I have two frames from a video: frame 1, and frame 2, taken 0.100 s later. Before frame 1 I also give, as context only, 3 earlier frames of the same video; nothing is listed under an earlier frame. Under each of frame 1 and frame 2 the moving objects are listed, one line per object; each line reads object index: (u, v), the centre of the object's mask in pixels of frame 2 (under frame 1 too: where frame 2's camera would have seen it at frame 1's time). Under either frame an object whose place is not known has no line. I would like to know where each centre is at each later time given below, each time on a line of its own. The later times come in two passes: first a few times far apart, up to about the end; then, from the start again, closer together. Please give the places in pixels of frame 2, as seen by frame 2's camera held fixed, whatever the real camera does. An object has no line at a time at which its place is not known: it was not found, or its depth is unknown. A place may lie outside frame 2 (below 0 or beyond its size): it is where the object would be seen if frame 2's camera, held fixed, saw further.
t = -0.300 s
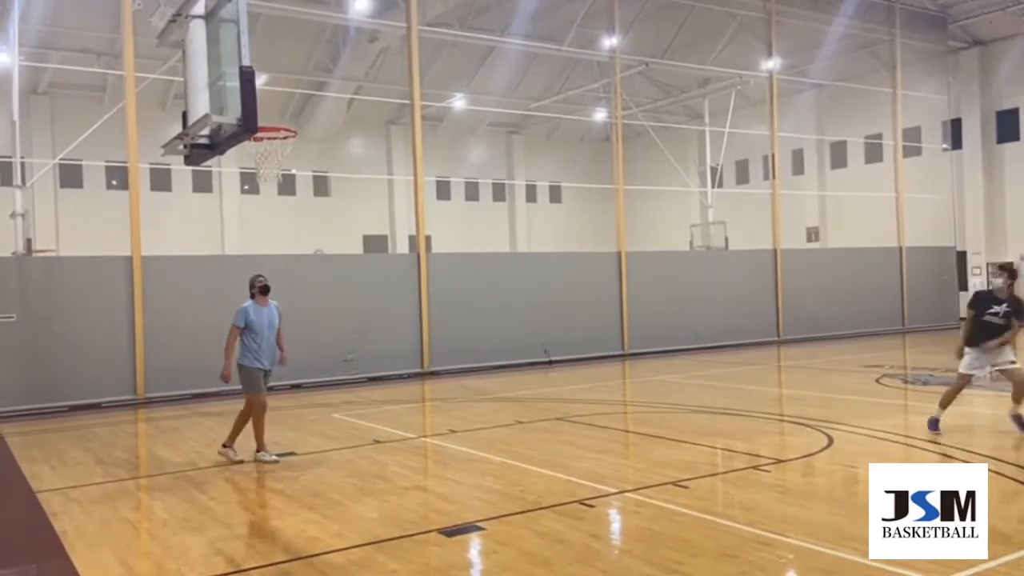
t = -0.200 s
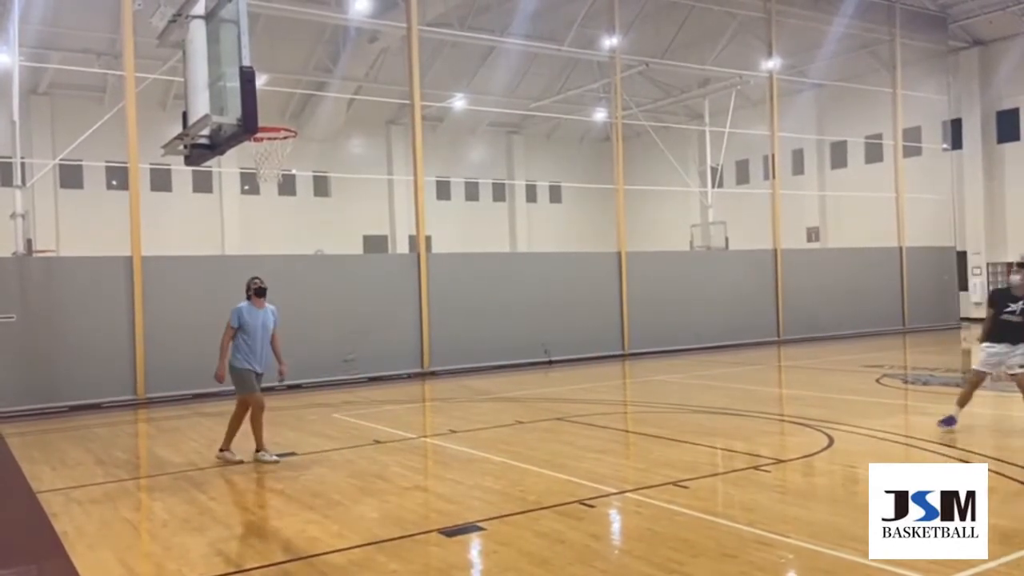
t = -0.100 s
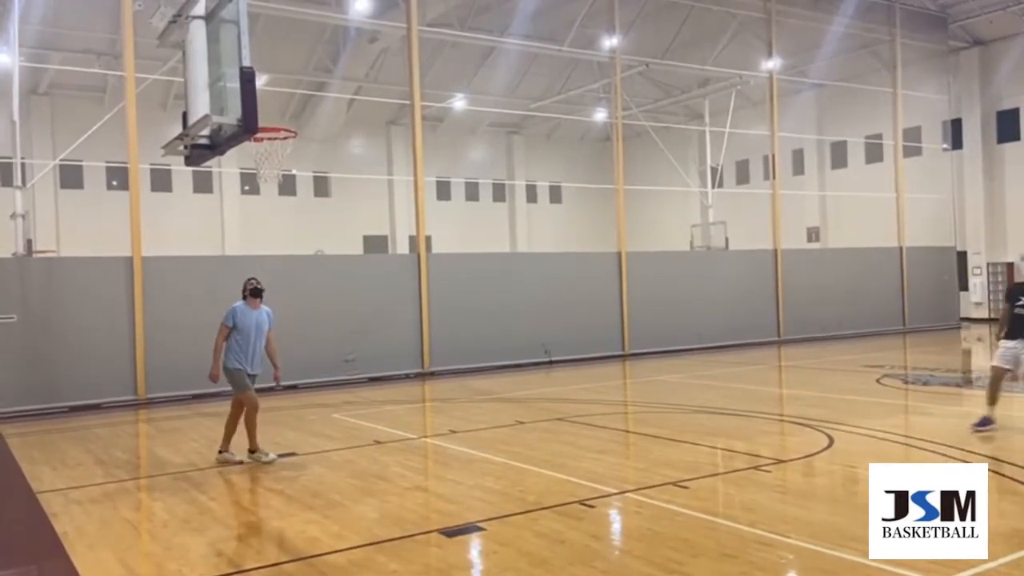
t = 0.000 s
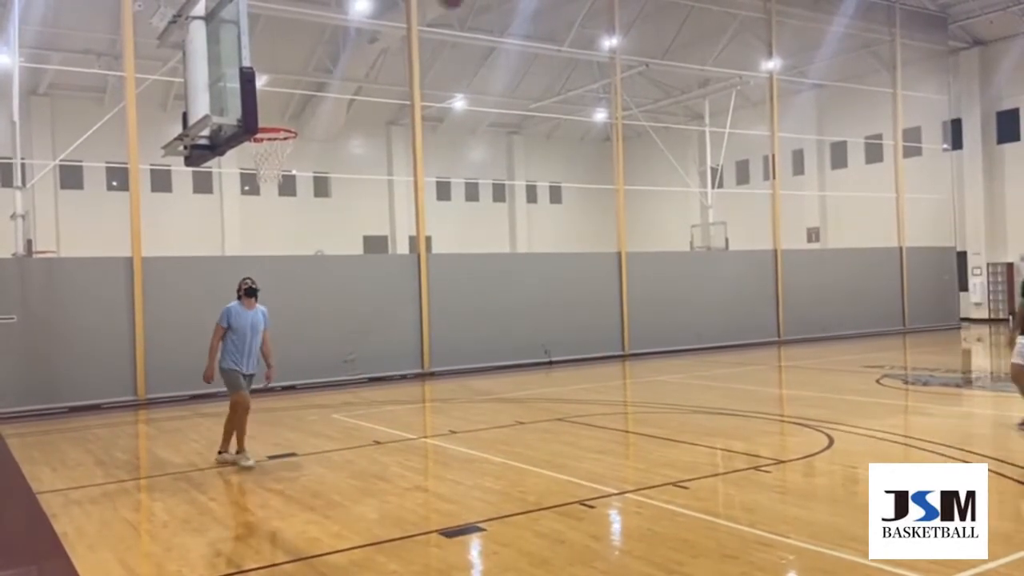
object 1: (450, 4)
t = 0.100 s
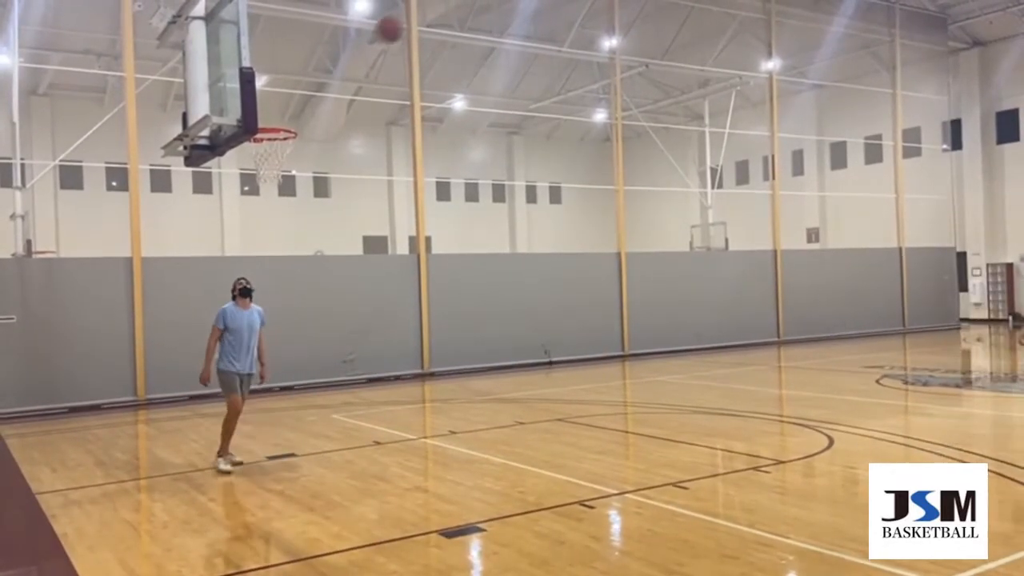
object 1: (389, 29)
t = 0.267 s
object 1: (283, 113)
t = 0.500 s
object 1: (276, 162)
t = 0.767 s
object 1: (317, 210)
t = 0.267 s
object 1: (283, 113)
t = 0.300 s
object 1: (264, 134)
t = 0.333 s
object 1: (256, 145)
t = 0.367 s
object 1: (253, 149)
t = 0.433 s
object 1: (260, 153)
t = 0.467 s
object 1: (268, 157)
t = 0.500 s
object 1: (276, 162)
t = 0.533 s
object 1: (282, 164)
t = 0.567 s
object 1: (288, 166)
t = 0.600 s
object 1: (293, 169)
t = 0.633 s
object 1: (297, 175)
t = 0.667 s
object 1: (303, 182)
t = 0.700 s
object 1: (307, 190)
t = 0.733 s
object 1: (312, 200)
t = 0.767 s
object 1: (317, 210)
